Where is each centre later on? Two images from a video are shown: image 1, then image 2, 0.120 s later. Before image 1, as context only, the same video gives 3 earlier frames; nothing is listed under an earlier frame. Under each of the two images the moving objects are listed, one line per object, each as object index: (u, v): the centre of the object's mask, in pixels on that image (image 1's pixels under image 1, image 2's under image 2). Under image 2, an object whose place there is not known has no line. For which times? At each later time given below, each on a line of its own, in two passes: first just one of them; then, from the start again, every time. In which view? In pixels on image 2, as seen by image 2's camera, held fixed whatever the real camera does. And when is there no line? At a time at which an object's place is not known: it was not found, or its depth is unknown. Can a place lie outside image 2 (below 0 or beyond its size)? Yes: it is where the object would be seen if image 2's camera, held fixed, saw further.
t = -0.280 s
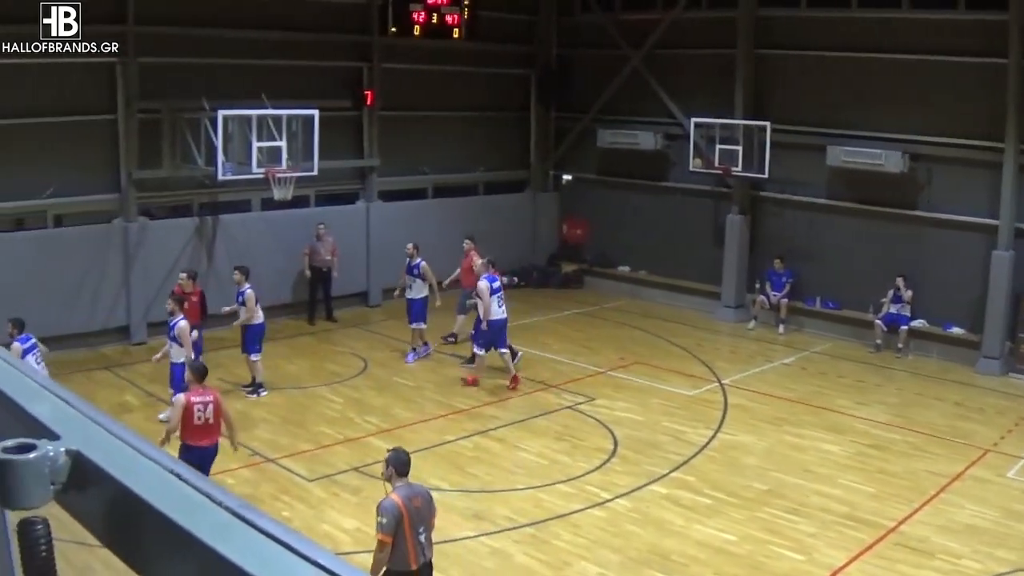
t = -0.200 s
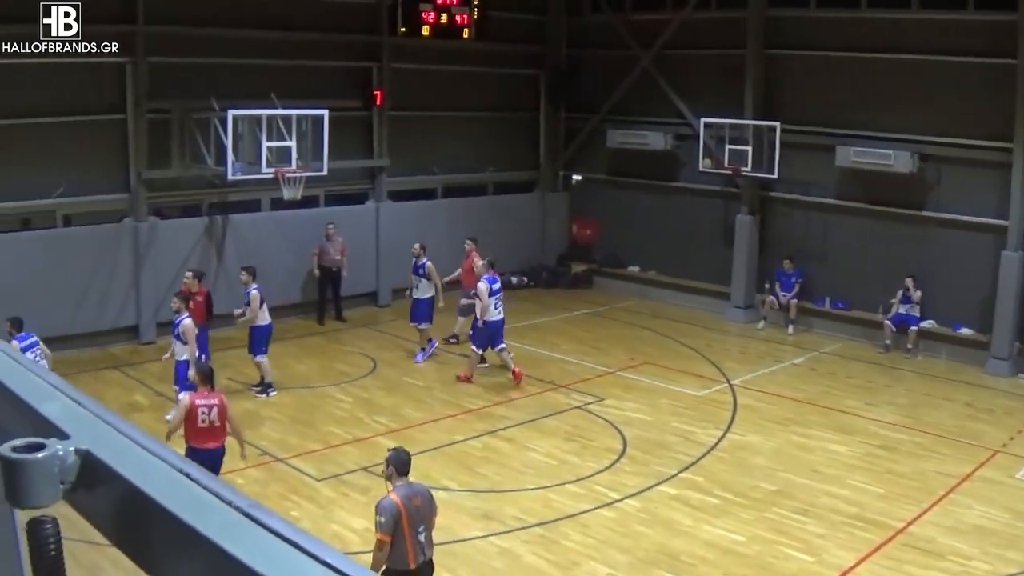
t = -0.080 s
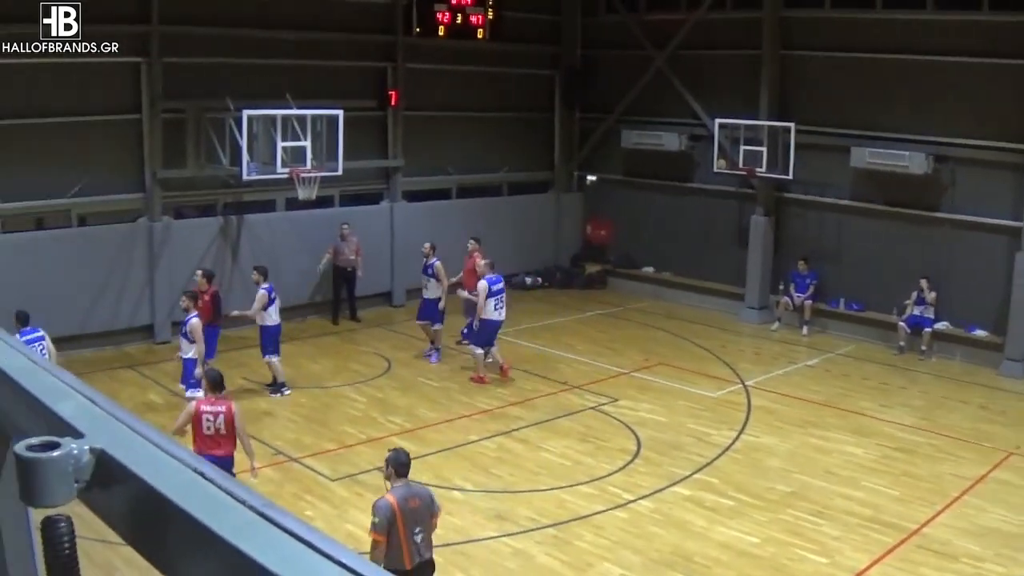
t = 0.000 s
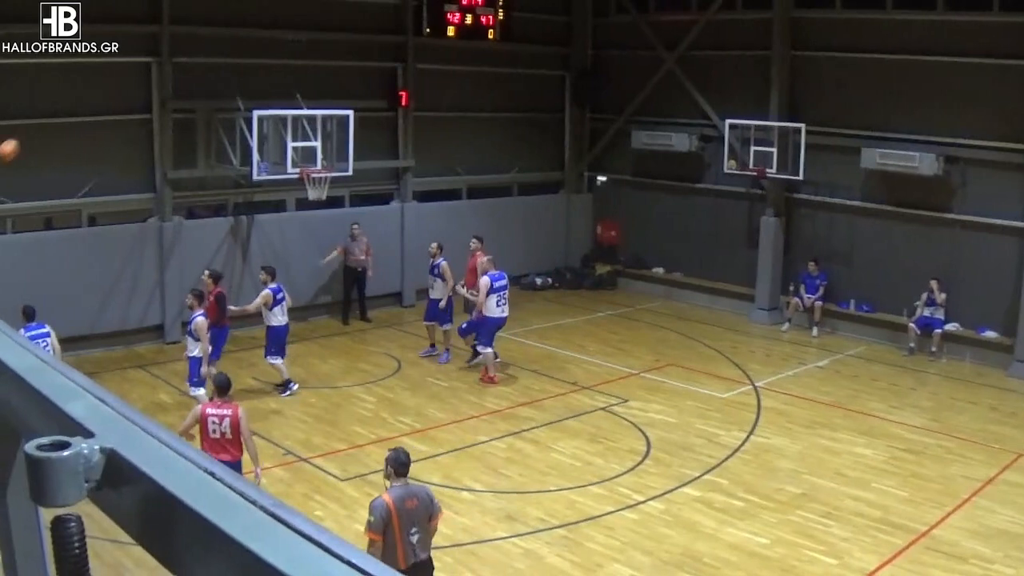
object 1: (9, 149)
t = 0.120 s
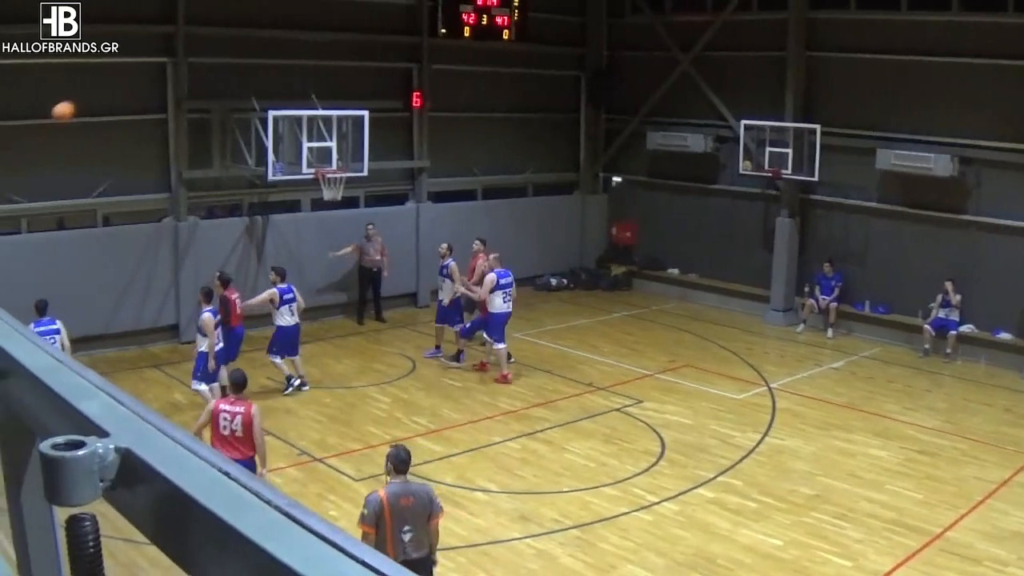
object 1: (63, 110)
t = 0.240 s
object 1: (104, 85)
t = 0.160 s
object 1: (77, 101)
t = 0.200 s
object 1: (91, 92)
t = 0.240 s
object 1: (104, 85)
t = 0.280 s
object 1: (118, 78)
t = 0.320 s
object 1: (133, 74)
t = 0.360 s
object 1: (147, 70)
